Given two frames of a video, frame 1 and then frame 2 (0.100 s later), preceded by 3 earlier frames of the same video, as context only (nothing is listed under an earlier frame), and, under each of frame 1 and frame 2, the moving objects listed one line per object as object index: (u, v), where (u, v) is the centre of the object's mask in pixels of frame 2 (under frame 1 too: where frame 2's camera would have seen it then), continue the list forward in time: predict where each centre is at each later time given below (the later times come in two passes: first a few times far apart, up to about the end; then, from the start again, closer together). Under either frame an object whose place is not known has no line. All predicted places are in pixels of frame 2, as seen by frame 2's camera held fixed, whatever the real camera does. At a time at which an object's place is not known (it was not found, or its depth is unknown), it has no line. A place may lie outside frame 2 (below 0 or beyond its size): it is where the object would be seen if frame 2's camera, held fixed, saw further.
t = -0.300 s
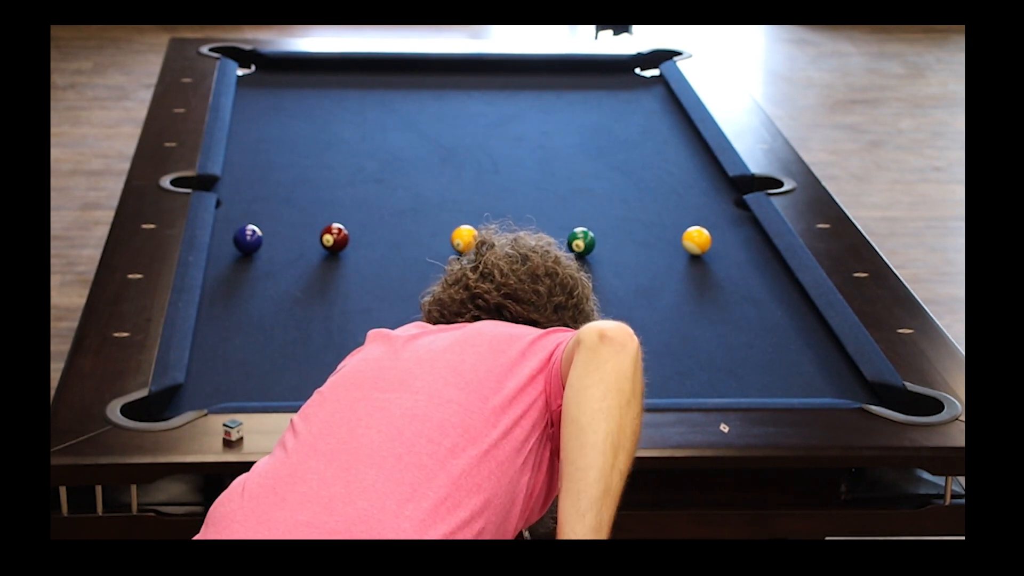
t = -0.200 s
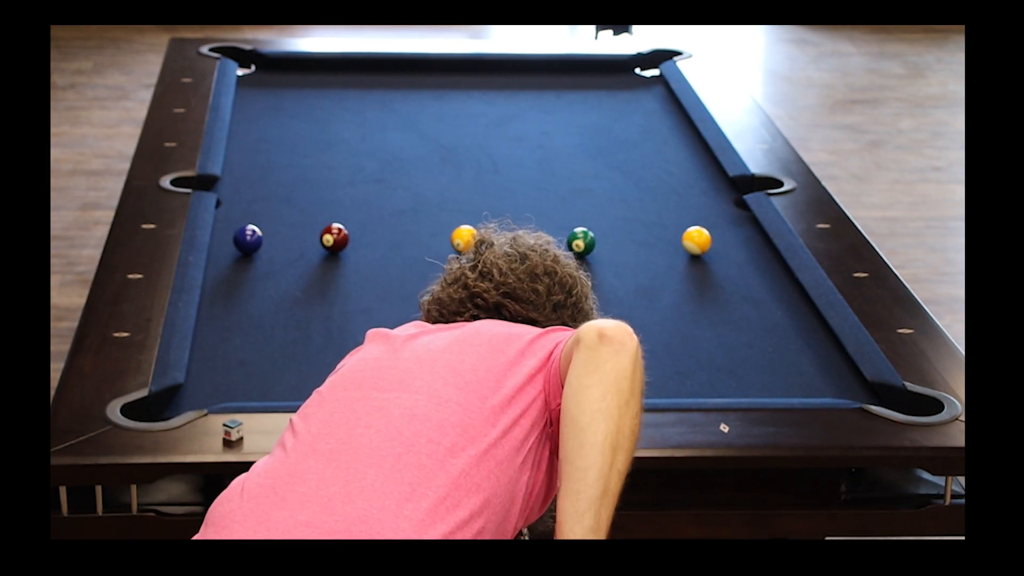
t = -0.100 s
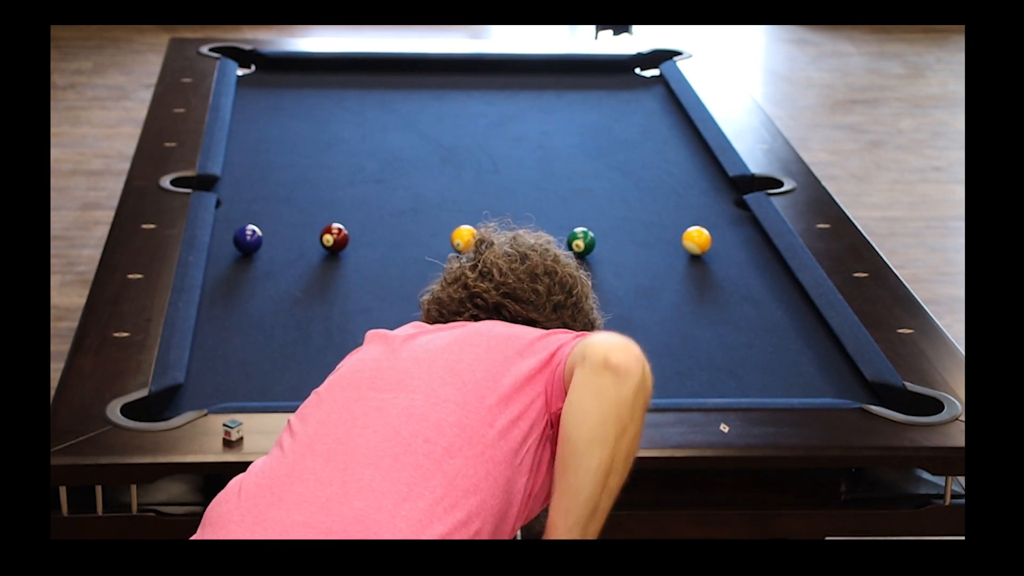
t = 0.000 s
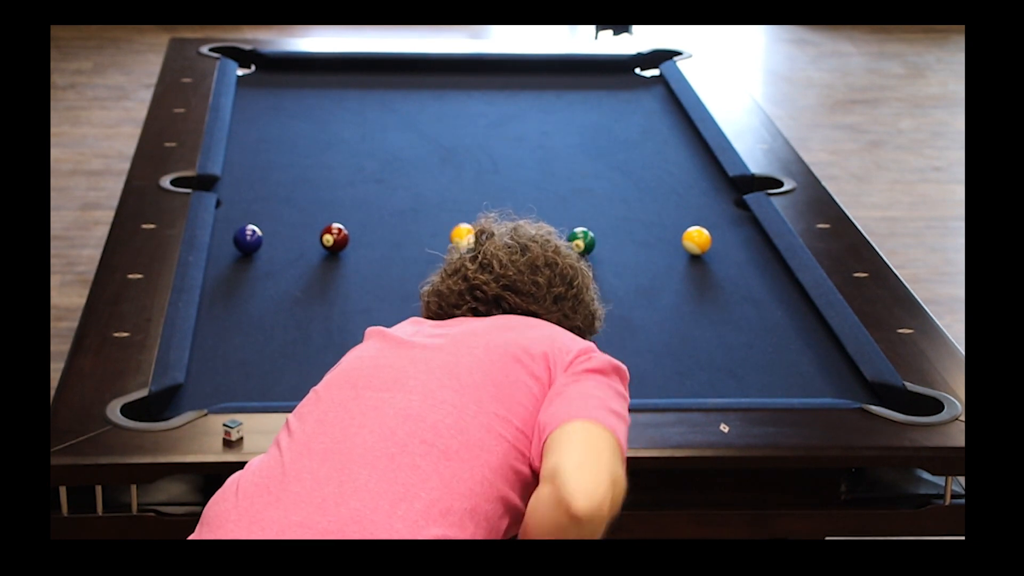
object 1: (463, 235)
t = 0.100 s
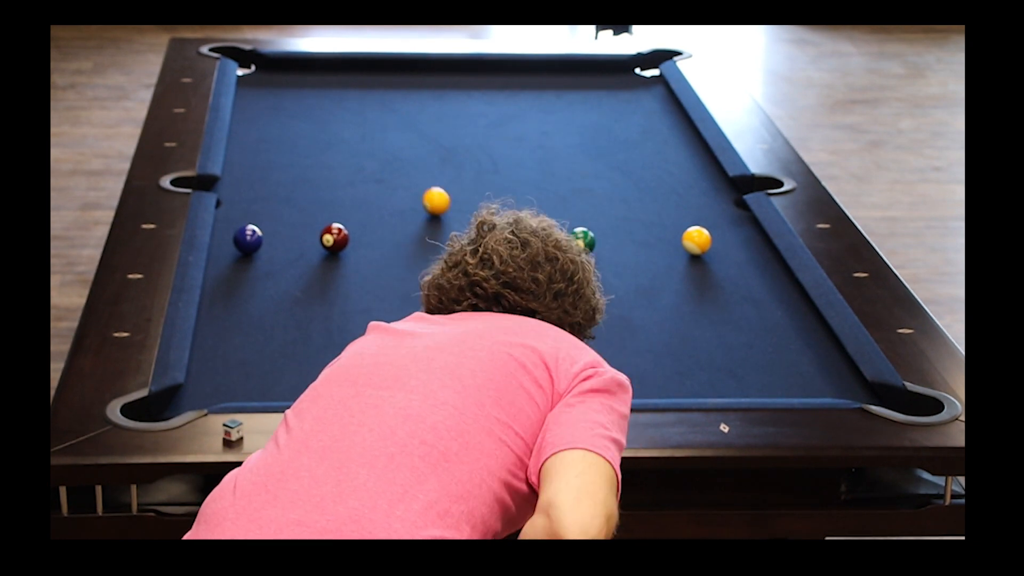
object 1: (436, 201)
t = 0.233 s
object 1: (405, 161)
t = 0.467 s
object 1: (366, 110)
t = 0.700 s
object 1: (336, 71)
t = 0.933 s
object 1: (319, 80)
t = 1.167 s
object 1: (304, 98)
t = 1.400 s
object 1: (288, 117)
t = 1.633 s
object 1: (272, 137)
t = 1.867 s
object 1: (255, 158)
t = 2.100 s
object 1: (238, 179)
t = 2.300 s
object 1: (227, 196)
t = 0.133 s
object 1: (428, 190)
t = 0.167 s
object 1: (420, 180)
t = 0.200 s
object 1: (412, 170)
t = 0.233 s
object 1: (405, 161)
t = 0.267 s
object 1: (399, 152)
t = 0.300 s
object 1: (393, 144)
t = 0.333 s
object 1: (386, 137)
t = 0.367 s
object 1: (381, 130)
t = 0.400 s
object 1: (376, 123)
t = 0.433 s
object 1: (371, 116)
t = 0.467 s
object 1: (366, 110)
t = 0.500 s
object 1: (362, 104)
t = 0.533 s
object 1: (357, 99)
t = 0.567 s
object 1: (353, 93)
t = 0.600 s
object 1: (348, 87)
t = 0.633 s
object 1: (344, 81)
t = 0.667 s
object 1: (340, 76)
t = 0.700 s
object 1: (336, 71)
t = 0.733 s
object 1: (332, 66)
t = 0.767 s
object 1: (329, 64)
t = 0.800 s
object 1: (327, 67)
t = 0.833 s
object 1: (325, 71)
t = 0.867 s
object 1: (323, 74)
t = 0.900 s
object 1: (321, 77)
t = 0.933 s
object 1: (319, 80)
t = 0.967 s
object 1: (317, 82)
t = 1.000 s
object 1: (315, 85)
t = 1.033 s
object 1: (312, 87)
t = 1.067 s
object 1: (310, 90)
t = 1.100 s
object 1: (308, 93)
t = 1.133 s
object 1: (306, 95)
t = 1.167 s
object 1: (304, 98)
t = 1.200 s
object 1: (302, 101)
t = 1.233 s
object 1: (299, 104)
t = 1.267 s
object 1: (297, 106)
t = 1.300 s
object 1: (295, 109)
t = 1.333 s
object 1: (293, 112)
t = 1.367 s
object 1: (290, 114)
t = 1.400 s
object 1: (288, 117)
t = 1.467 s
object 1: (283, 123)
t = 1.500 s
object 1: (281, 126)
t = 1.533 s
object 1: (279, 129)
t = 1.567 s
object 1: (276, 132)
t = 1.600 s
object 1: (274, 134)
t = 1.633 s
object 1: (272, 137)
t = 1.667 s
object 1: (269, 140)
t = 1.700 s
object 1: (267, 143)
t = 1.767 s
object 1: (262, 149)
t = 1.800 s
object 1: (260, 152)
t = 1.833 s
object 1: (257, 155)
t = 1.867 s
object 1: (255, 158)
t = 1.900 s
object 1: (253, 161)
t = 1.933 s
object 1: (250, 164)
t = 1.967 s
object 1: (248, 167)
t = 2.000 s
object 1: (245, 170)
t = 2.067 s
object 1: (240, 176)
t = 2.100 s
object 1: (238, 179)
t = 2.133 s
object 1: (235, 182)
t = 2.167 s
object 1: (233, 185)
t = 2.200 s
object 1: (230, 189)
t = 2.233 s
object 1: (228, 191)
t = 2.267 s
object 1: (225, 195)
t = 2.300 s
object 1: (227, 196)
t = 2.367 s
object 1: (237, 196)
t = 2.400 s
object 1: (241, 196)
